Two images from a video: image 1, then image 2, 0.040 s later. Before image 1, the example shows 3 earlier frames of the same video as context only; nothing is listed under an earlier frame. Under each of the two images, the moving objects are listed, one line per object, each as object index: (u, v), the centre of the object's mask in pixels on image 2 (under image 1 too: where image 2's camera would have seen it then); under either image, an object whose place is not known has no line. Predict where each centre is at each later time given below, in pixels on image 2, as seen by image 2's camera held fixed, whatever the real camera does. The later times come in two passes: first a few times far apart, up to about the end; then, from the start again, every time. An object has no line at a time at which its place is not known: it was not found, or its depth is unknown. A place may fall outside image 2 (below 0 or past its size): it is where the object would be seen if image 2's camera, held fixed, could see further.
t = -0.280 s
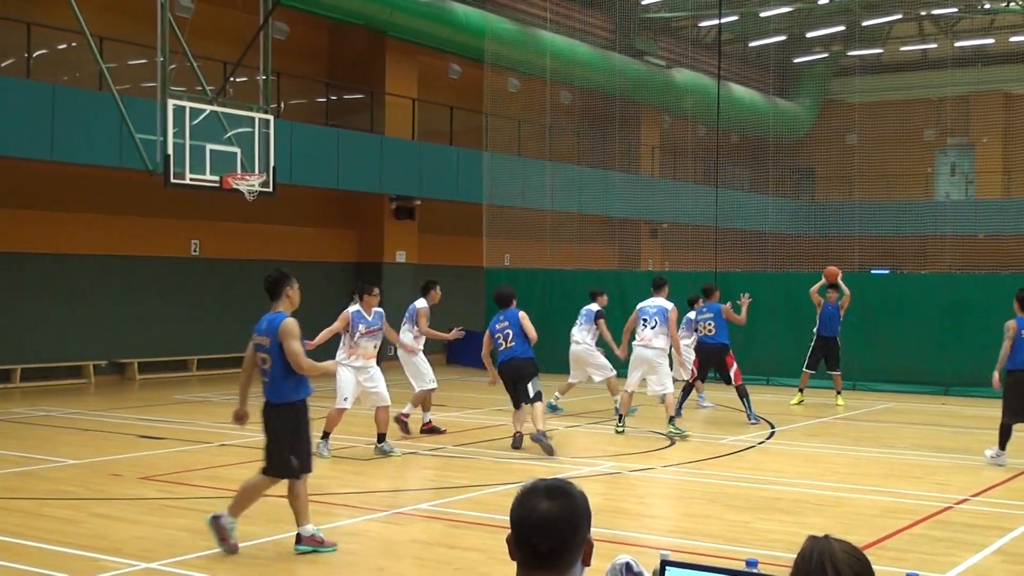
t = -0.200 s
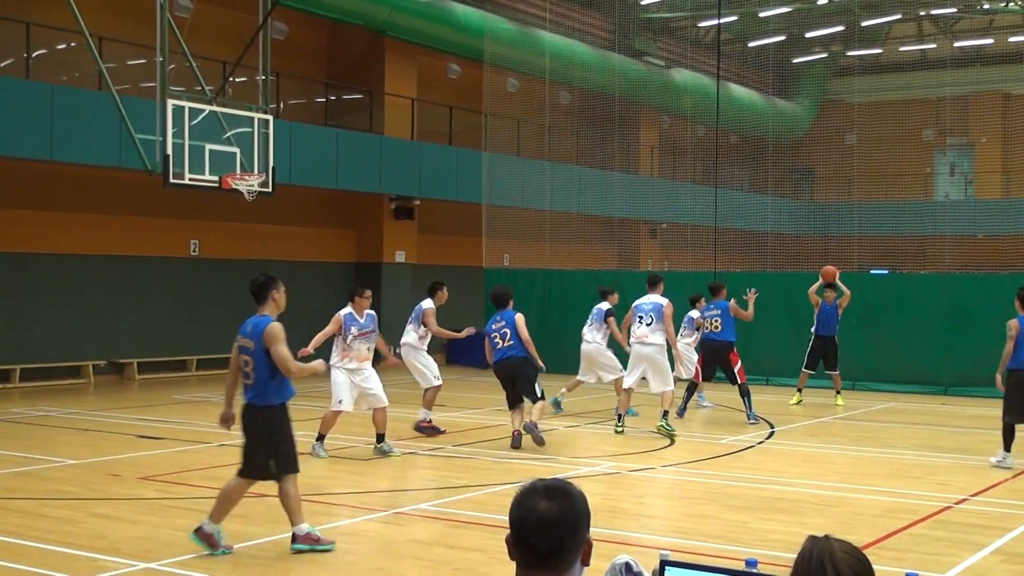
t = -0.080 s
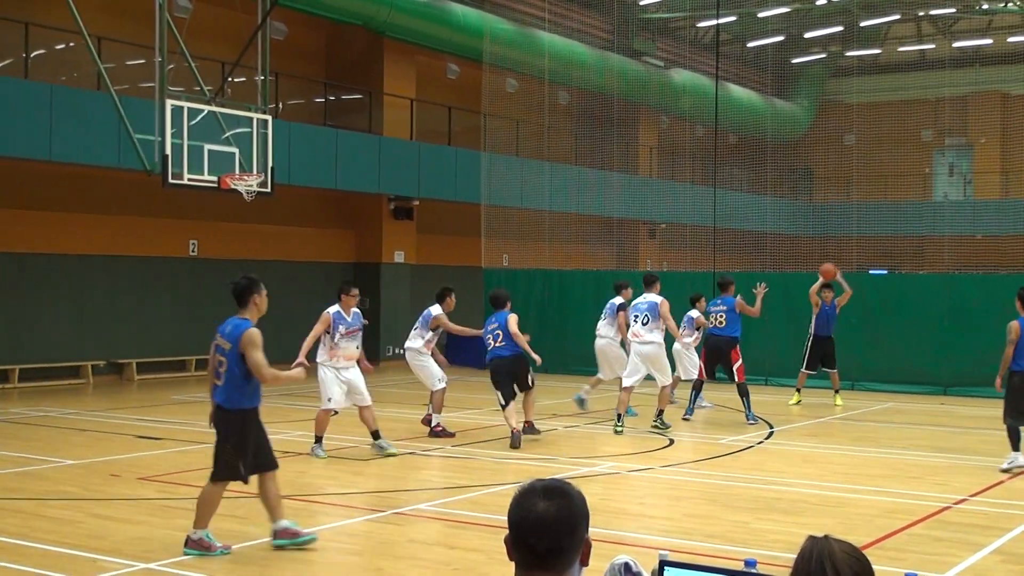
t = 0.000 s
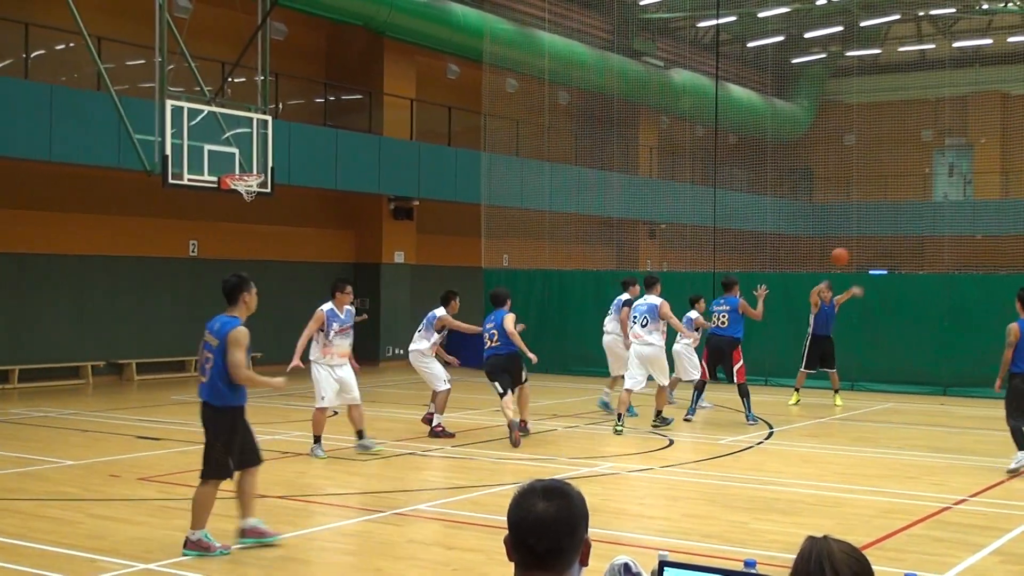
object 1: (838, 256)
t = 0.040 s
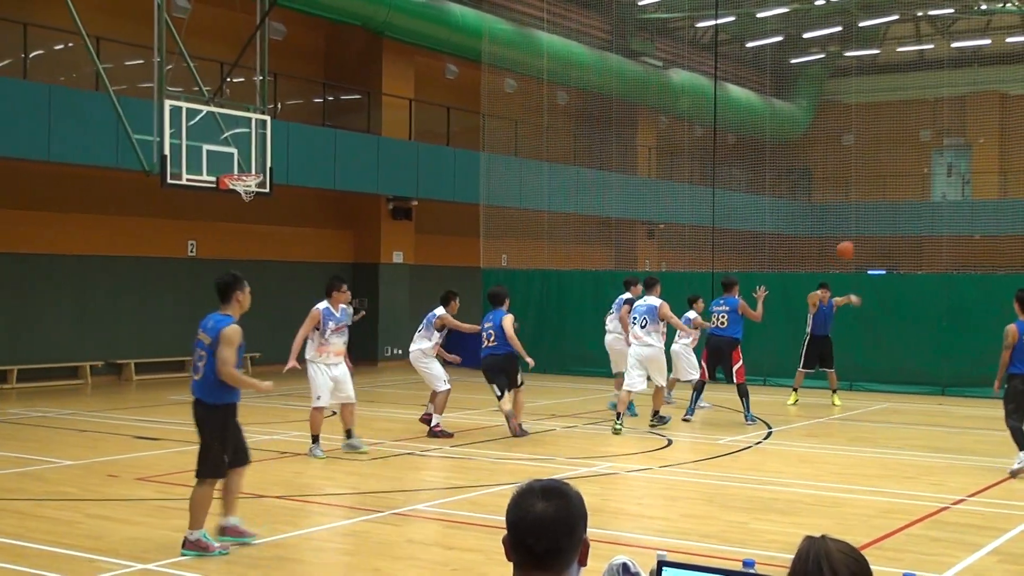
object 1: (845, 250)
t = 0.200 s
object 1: (878, 234)
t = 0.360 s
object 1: (914, 236)
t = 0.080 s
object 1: (853, 245)
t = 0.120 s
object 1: (862, 240)
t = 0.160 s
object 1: (869, 237)
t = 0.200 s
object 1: (878, 234)
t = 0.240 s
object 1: (886, 233)
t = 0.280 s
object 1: (895, 233)
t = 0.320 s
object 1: (904, 234)
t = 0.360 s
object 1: (914, 236)
